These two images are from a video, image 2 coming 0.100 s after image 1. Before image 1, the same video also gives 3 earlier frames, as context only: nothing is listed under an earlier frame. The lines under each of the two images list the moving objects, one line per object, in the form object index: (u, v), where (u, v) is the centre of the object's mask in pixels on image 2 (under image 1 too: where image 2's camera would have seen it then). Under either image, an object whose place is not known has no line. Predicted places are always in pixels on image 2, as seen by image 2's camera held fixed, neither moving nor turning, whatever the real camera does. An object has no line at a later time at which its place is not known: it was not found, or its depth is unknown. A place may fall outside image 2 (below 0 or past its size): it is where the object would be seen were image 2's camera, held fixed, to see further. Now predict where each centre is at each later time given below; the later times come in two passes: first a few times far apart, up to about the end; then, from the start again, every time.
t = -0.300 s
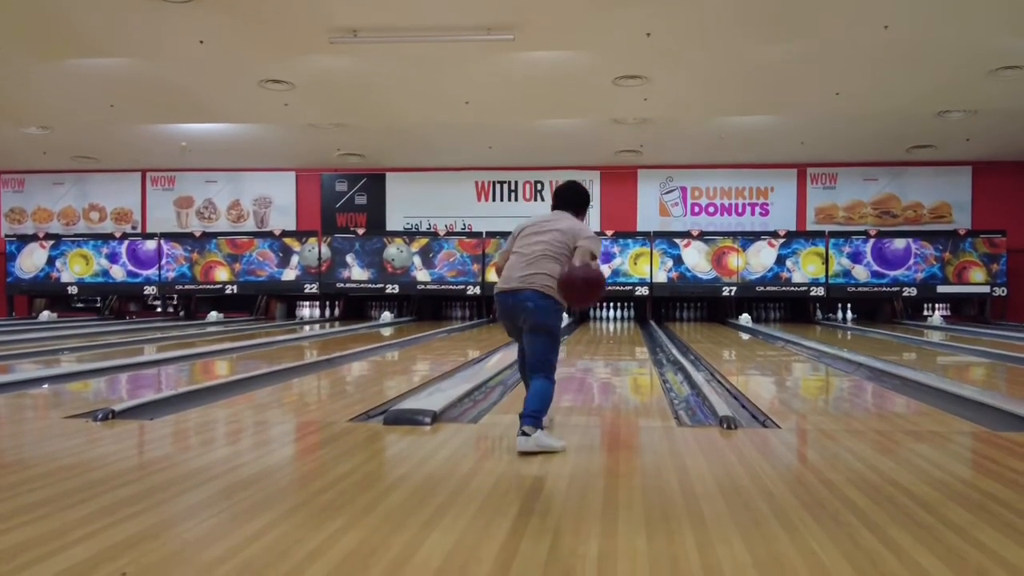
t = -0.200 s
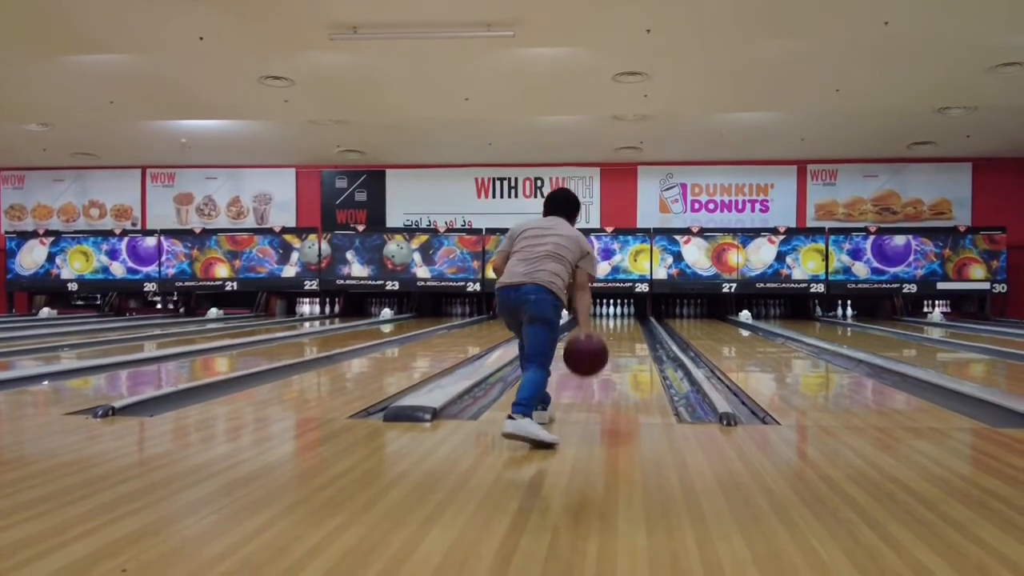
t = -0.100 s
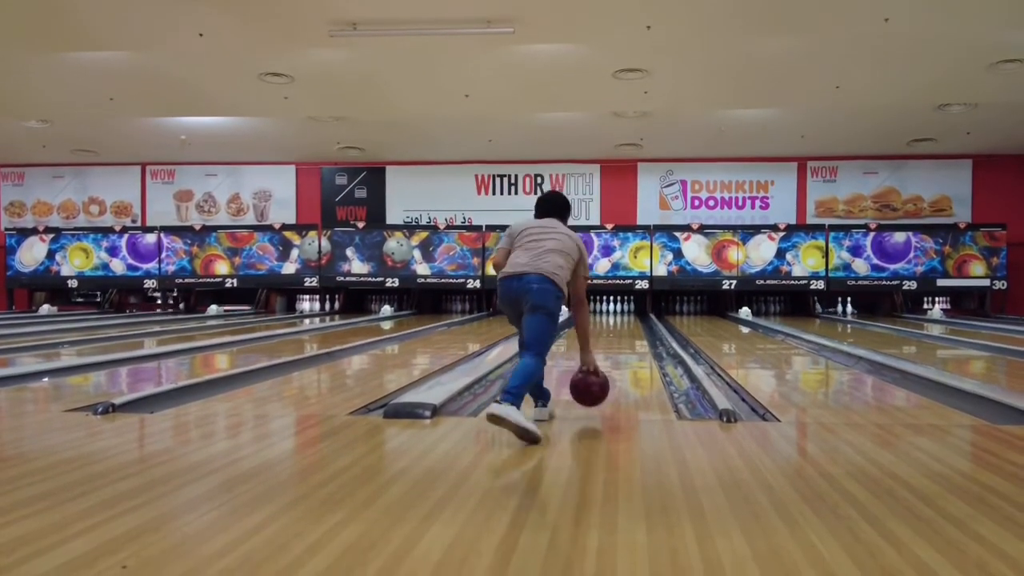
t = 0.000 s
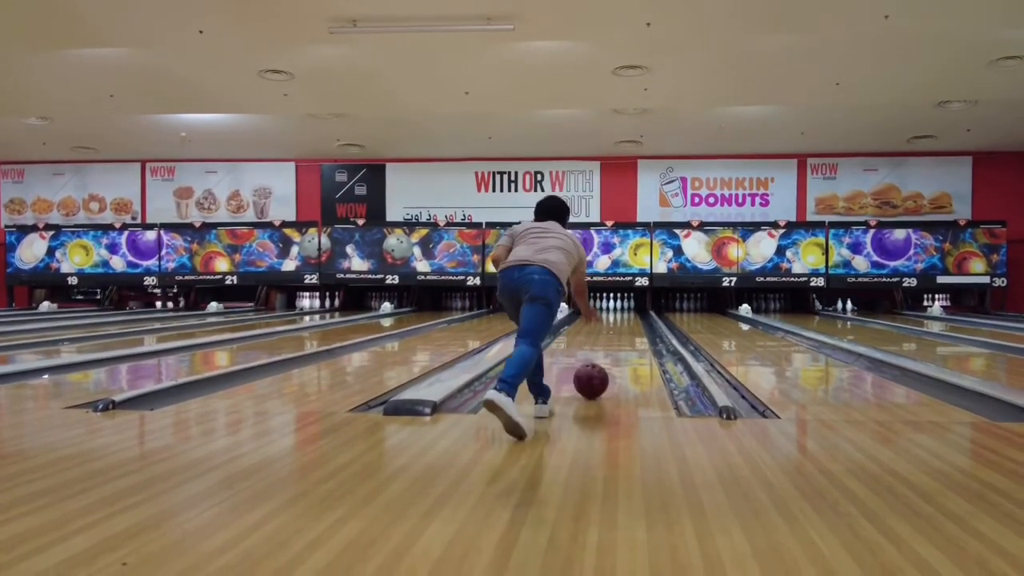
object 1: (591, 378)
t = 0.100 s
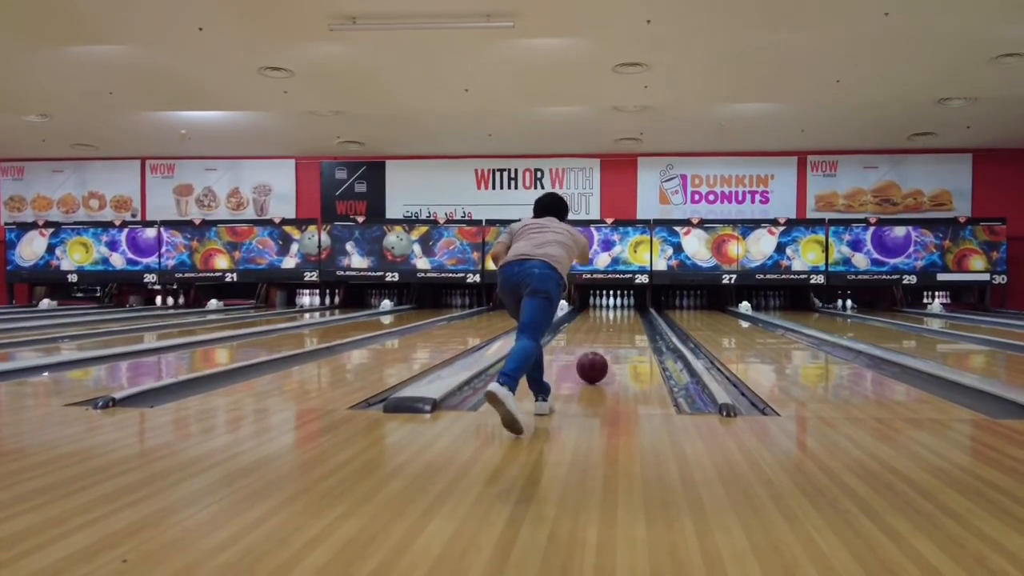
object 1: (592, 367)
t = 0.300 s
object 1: (594, 352)
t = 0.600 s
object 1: (596, 337)
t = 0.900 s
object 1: (598, 327)
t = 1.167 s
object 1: (600, 320)
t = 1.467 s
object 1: (602, 314)
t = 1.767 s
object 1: (603, 311)
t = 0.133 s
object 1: (592, 364)
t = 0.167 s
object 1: (593, 361)
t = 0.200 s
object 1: (593, 359)
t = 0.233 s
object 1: (593, 356)
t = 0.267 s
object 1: (594, 354)
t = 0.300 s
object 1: (594, 352)
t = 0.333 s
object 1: (594, 350)
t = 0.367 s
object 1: (594, 348)
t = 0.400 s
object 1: (595, 346)
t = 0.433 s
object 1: (595, 344)
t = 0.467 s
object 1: (595, 343)
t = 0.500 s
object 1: (596, 341)
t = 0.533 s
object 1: (596, 340)
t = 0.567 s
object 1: (596, 338)
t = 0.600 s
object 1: (596, 337)
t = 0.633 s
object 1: (596, 336)
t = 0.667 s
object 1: (597, 335)
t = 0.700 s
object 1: (597, 333)
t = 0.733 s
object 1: (597, 332)
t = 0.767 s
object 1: (598, 330)
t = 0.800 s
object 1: (598, 329)
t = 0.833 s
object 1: (598, 329)
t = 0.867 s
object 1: (598, 328)
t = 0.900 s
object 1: (598, 327)
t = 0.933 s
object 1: (599, 326)
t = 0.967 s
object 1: (599, 325)
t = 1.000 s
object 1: (599, 324)
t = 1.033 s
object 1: (599, 323)
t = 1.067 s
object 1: (600, 322)
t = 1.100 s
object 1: (600, 322)
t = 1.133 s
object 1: (600, 321)
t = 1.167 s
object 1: (600, 320)
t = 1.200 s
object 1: (600, 320)
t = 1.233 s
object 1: (601, 319)
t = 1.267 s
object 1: (601, 319)
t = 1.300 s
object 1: (601, 317)
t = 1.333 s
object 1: (601, 317)
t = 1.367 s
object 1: (601, 316)
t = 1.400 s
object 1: (601, 316)
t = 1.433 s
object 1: (601, 315)
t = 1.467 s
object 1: (602, 314)
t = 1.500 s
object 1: (602, 314)
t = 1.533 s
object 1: (602, 314)
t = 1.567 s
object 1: (602, 313)
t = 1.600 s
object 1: (602, 313)
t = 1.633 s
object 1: (602, 313)
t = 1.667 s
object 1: (603, 312)
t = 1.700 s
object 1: (603, 312)
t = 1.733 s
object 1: (603, 311)
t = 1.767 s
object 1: (603, 311)
